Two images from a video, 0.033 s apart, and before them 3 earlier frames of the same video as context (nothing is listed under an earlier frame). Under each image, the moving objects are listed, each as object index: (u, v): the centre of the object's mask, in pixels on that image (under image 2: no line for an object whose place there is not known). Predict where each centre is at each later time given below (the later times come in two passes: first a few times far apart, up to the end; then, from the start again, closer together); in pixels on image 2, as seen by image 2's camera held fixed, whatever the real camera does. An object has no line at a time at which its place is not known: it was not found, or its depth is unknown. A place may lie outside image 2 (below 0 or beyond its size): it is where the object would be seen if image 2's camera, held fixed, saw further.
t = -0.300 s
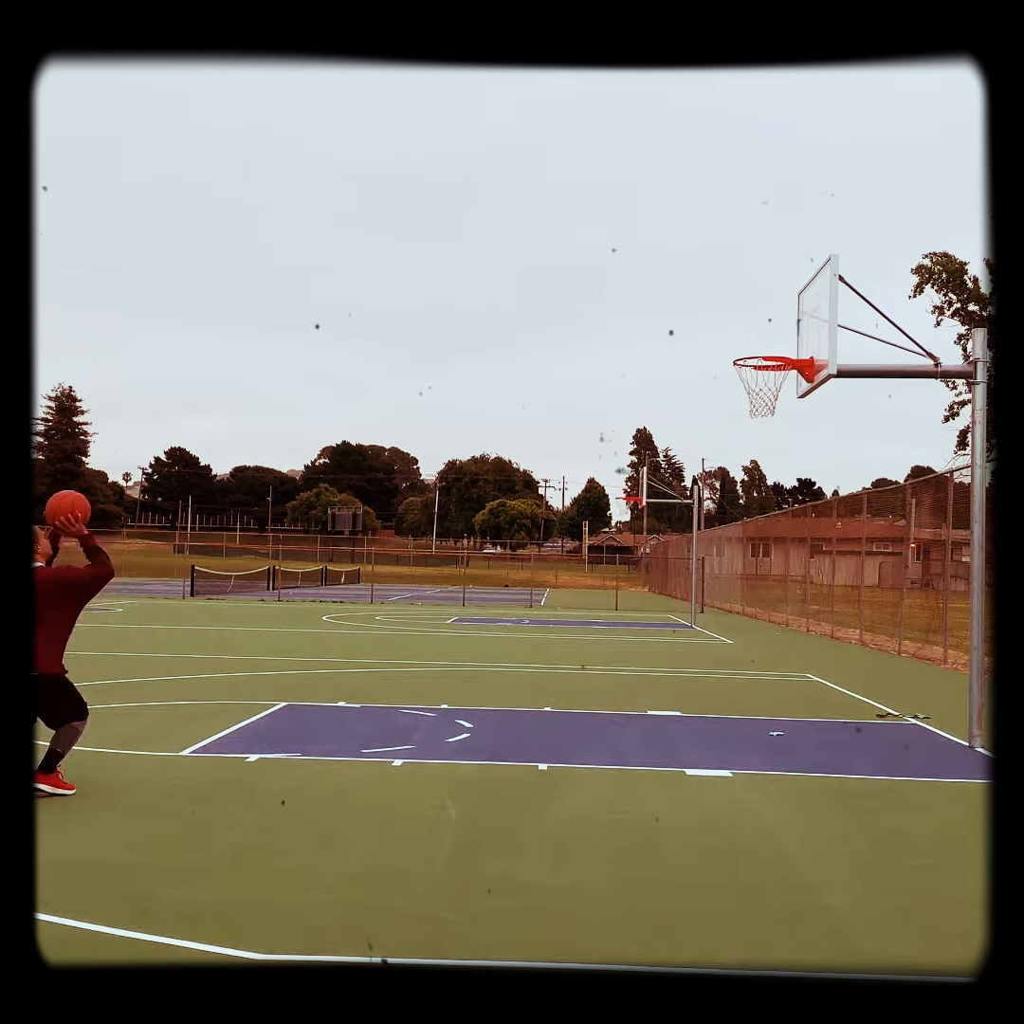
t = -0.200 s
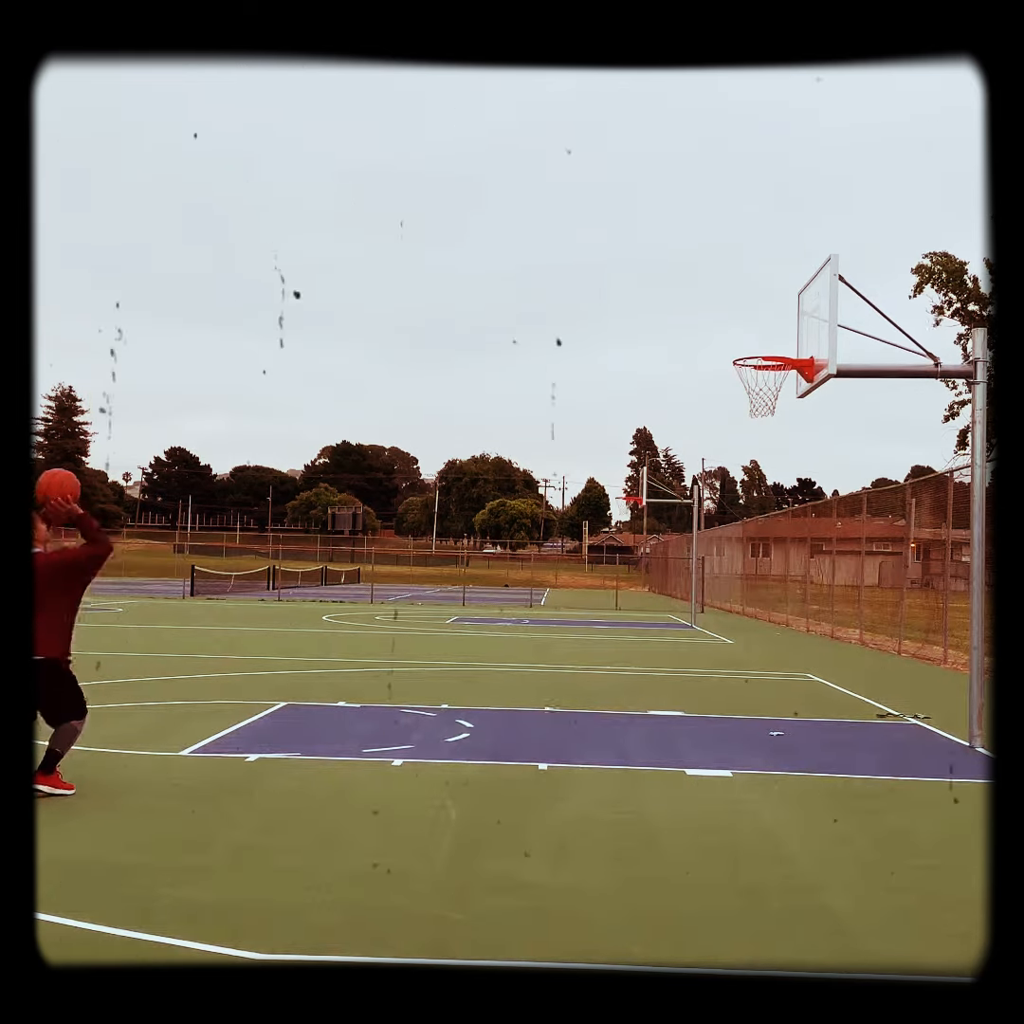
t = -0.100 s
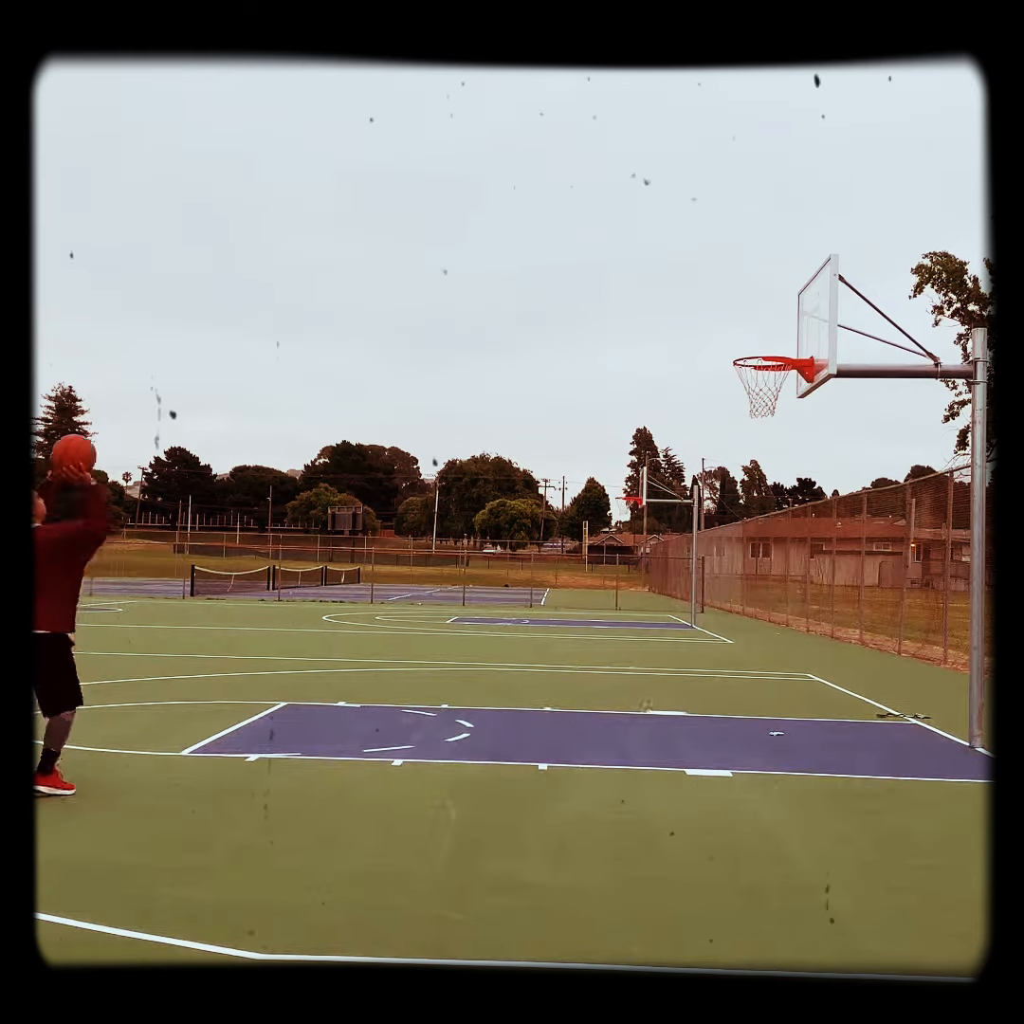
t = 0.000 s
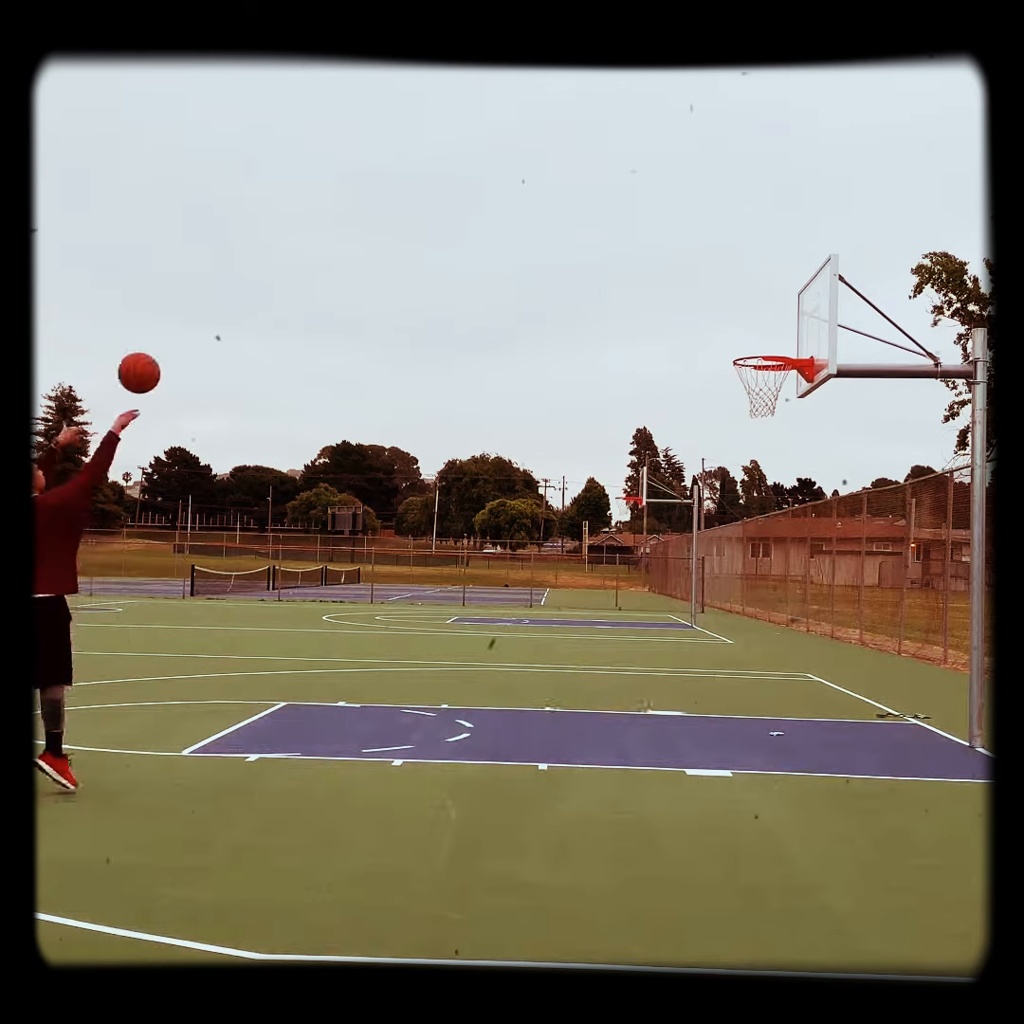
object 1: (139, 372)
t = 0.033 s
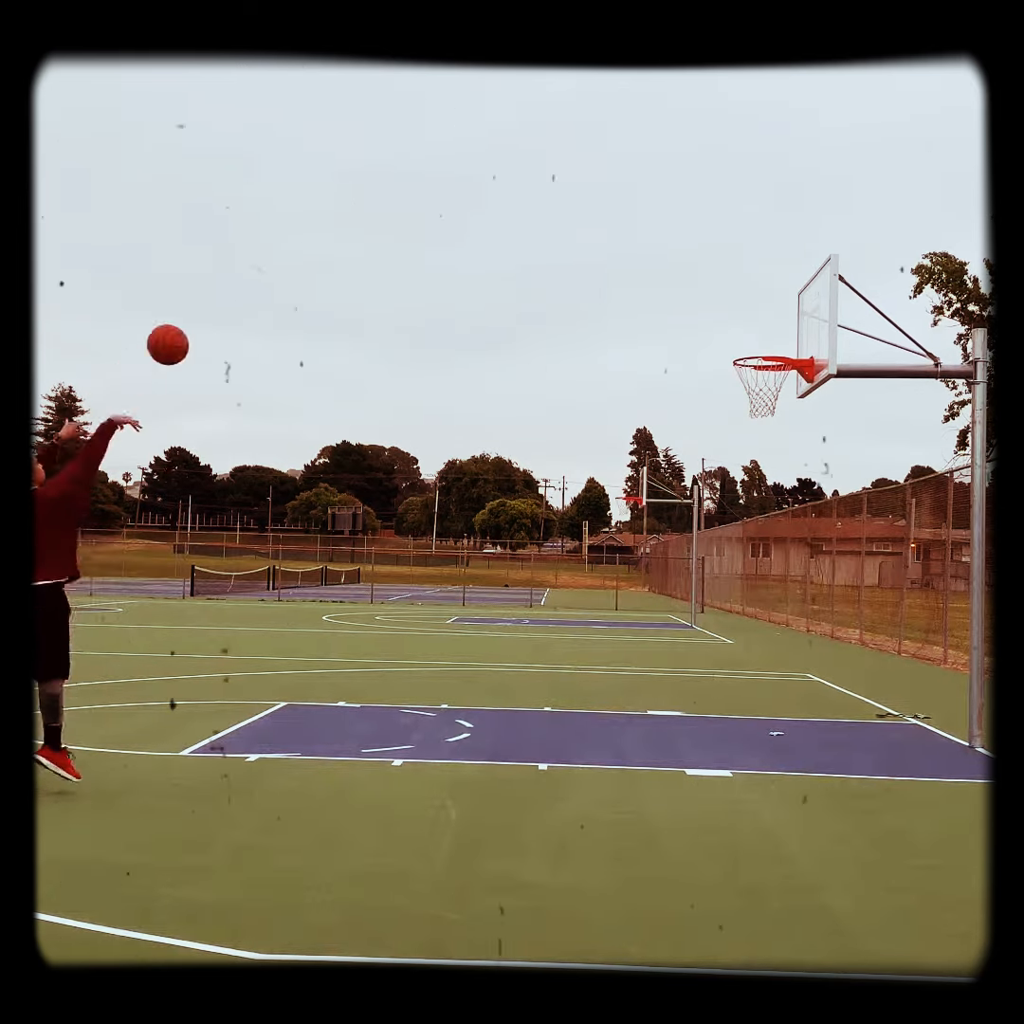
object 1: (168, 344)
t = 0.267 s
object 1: (344, 210)
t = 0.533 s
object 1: (509, 172)
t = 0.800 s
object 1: (645, 228)
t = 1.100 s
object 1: (763, 340)
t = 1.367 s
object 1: (767, 344)
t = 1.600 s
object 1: (719, 399)
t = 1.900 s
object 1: (656, 552)
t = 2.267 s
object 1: (604, 623)
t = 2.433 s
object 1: (594, 564)
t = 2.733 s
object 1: (572, 537)
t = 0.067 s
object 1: (195, 318)
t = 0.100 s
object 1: (222, 295)
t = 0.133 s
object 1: (248, 274)
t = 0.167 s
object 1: (274, 255)
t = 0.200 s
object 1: (298, 238)
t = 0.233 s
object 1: (322, 223)
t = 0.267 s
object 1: (344, 210)
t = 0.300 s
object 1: (367, 200)
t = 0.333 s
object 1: (389, 190)
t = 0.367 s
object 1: (410, 183)
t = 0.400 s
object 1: (431, 178)
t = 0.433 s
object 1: (452, 173)
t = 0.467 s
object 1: (471, 171)
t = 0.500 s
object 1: (491, 171)
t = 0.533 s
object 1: (509, 172)
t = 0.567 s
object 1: (528, 174)
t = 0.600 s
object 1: (546, 178)
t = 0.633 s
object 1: (563, 183)
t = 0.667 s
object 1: (580, 189)
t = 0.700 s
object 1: (597, 197)
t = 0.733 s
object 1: (613, 206)
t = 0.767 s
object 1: (629, 216)
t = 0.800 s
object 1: (645, 228)
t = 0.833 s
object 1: (660, 240)
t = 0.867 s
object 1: (675, 254)
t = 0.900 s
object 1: (690, 269)
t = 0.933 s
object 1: (704, 285)
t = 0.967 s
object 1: (718, 302)
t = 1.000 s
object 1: (732, 320)
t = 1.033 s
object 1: (745, 340)
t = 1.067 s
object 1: (754, 343)
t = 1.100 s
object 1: (763, 340)
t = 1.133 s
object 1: (771, 339)
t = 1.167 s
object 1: (779, 339)
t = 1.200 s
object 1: (787, 340)
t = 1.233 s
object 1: (795, 342)
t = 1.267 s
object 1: (789, 341)
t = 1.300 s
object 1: (781, 342)
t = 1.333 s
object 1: (774, 342)
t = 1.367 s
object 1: (767, 344)
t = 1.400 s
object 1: (760, 346)
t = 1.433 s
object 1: (753, 350)
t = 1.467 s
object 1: (746, 361)
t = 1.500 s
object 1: (738, 370)
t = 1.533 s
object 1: (732, 378)
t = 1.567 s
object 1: (726, 388)
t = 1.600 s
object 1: (719, 399)
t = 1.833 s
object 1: (670, 509)
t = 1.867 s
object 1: (663, 530)
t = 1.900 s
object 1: (656, 552)
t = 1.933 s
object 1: (648, 573)
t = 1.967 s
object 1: (642, 598)
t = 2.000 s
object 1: (636, 622)
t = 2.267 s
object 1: (604, 623)
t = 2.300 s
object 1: (602, 608)
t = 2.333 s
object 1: (600, 596)
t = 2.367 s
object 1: (598, 584)
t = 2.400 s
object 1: (595, 573)
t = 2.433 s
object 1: (594, 564)
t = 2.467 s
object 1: (590, 557)
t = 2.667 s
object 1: (576, 536)
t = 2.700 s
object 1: (574, 536)
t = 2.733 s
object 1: (572, 537)
